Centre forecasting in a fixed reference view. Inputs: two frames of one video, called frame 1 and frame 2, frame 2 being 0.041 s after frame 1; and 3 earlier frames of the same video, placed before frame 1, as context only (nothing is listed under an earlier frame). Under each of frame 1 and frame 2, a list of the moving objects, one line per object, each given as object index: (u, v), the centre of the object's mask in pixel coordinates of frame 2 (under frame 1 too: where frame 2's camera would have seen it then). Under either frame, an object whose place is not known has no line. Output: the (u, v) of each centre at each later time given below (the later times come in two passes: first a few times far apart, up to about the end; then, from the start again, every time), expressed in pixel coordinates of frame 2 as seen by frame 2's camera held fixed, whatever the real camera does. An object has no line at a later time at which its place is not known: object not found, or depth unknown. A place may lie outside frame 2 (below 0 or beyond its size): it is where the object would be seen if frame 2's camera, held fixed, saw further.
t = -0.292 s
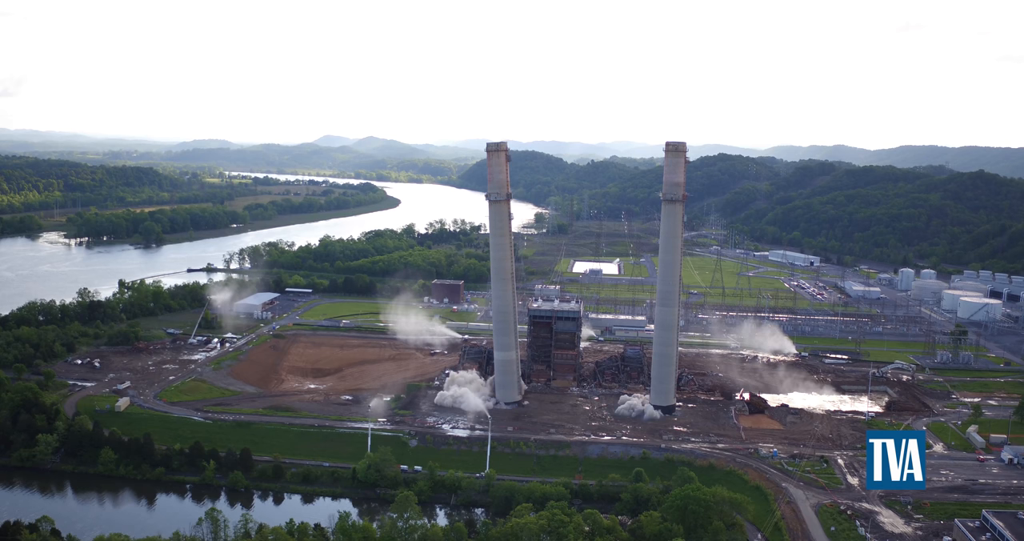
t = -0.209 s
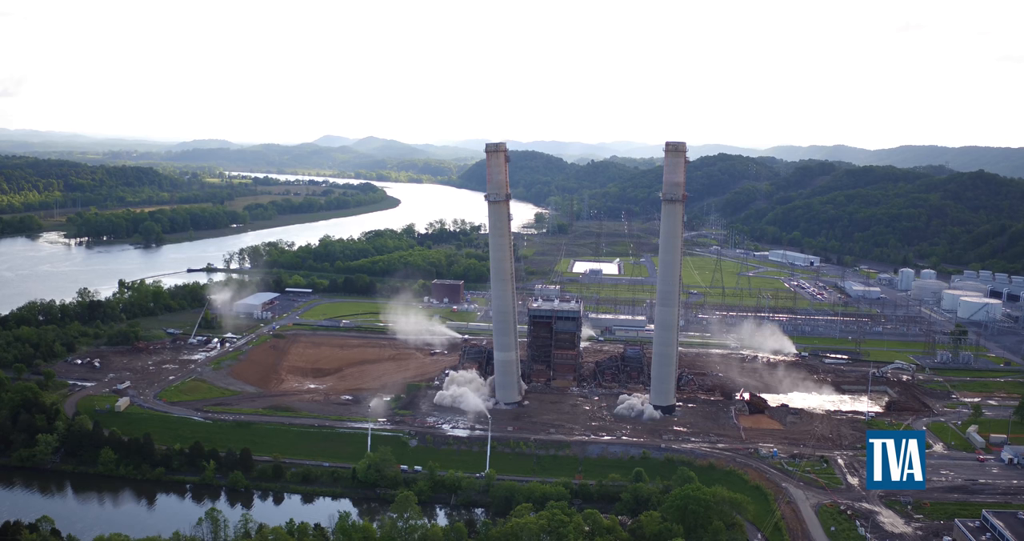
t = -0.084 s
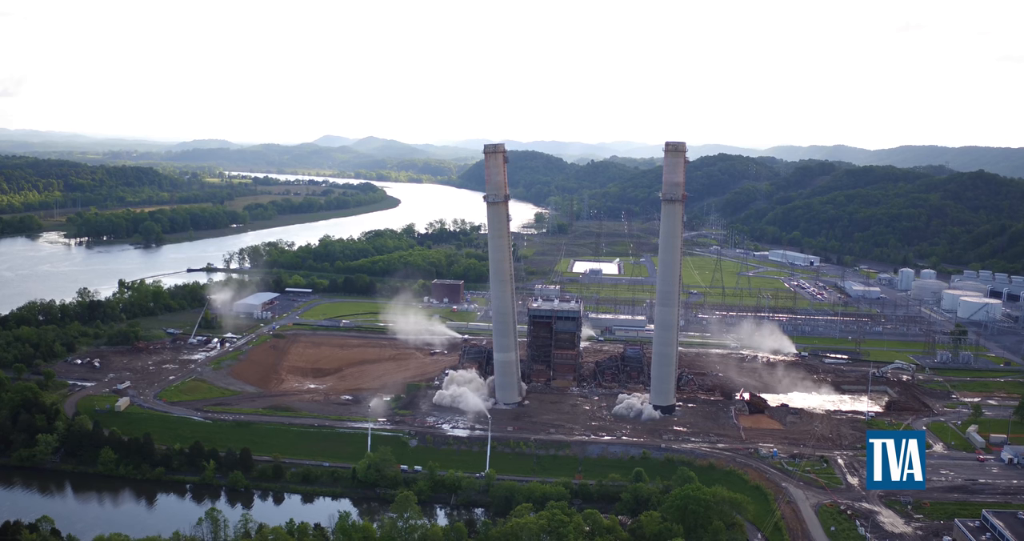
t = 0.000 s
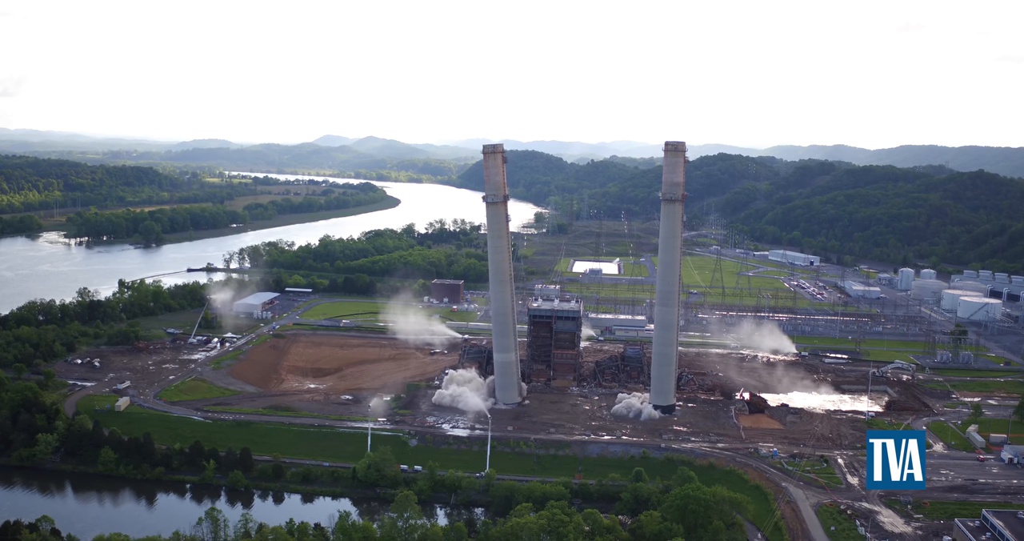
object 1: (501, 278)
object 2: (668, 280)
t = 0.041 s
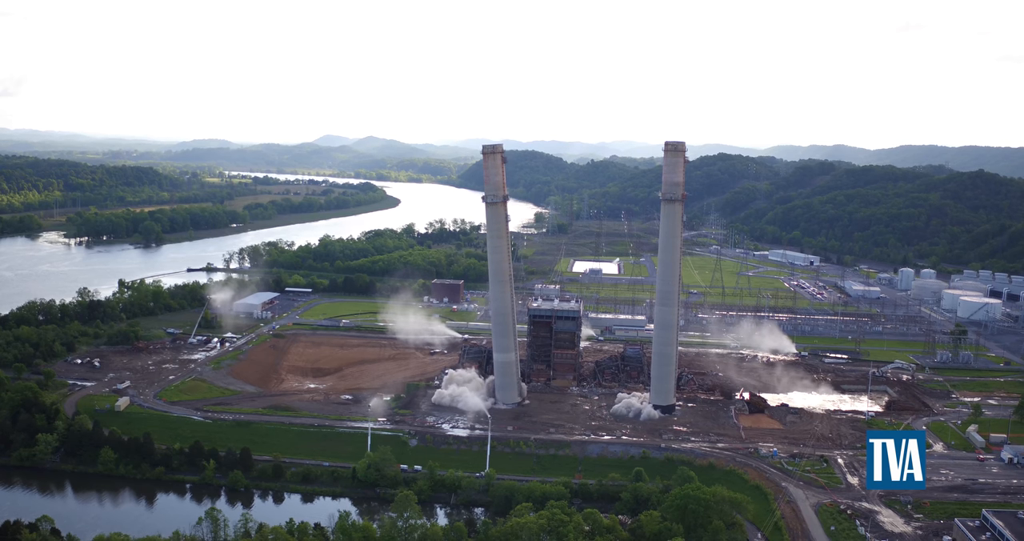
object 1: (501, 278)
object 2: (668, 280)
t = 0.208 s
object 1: (500, 279)
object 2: (668, 280)
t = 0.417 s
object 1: (498, 279)
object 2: (668, 281)
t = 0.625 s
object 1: (497, 279)
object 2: (667, 280)
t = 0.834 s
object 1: (495, 279)
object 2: (667, 281)
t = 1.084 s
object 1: (493, 279)
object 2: (666, 281)
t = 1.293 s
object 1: (491, 279)
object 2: (665, 281)
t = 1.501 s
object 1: (489, 280)
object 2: (665, 282)
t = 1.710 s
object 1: (487, 280)
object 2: (664, 282)
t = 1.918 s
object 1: (484, 281)
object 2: (663, 284)
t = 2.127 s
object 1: (482, 281)
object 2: (663, 284)
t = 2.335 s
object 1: (479, 282)
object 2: (662, 285)
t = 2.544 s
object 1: (477, 282)
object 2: (661, 286)
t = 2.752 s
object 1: (473, 282)
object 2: (660, 287)
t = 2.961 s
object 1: (471, 284)
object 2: (659, 287)
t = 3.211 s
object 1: (466, 283)
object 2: (657, 287)
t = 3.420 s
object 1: (462, 285)
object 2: (656, 287)
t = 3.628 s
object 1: (458, 286)
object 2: (654, 287)
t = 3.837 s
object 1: (455, 288)
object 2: (653, 288)
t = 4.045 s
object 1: (450, 290)
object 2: (652, 287)
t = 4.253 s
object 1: (446, 292)
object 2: (650, 288)
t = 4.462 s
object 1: (441, 295)
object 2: (649, 288)
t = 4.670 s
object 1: (436, 297)
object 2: (647, 289)
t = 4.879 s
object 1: (431, 301)
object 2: (645, 289)
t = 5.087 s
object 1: (424, 304)
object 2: (643, 289)
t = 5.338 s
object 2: (641, 290)
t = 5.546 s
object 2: (639, 290)
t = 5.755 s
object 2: (637, 291)
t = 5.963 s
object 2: (634, 291)
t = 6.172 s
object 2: (632, 291)
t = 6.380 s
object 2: (629, 292)
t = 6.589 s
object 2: (626, 292)
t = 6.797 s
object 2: (623, 293)
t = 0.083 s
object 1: (500, 279)
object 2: (668, 280)
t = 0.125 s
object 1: (500, 278)
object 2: (668, 280)
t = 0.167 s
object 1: (500, 279)
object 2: (668, 280)
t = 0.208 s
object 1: (500, 279)
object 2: (668, 280)
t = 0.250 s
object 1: (499, 279)
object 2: (668, 280)
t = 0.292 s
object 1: (499, 279)
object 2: (668, 280)
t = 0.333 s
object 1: (499, 279)
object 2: (668, 280)
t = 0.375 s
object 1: (499, 279)
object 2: (668, 281)
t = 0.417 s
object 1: (498, 279)
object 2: (668, 281)
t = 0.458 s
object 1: (498, 279)
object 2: (668, 280)
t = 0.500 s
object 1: (498, 279)
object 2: (668, 280)
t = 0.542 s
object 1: (497, 279)
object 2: (668, 280)
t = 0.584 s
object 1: (497, 279)
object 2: (667, 280)
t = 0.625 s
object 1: (497, 279)
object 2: (667, 280)
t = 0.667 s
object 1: (496, 279)
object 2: (667, 280)
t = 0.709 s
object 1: (496, 279)
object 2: (667, 280)
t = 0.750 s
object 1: (496, 279)
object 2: (667, 281)
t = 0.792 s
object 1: (495, 279)
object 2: (667, 281)
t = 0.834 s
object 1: (495, 279)
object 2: (667, 281)
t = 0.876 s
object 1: (495, 279)
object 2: (667, 281)
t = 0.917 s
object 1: (495, 279)
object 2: (667, 281)
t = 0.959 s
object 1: (494, 279)
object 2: (667, 281)
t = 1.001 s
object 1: (494, 279)
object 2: (666, 281)
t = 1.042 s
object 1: (493, 279)
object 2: (666, 281)
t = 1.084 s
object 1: (493, 279)
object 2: (666, 281)
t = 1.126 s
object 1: (493, 280)
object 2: (666, 281)
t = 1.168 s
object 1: (492, 279)
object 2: (666, 281)
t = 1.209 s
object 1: (492, 279)
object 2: (666, 281)
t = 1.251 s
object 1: (491, 280)
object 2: (666, 281)
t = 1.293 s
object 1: (491, 279)
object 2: (665, 281)
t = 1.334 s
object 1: (491, 279)
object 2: (665, 281)
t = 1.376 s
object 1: (490, 279)
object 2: (665, 281)
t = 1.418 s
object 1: (490, 280)
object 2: (665, 281)
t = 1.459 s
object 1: (489, 280)
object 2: (665, 282)
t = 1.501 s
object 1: (489, 280)
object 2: (665, 282)
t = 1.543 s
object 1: (489, 280)
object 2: (665, 282)
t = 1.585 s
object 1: (488, 280)
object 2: (665, 281)
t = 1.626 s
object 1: (488, 280)
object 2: (664, 282)
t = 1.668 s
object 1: (487, 281)
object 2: (664, 282)
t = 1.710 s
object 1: (487, 280)
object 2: (664, 282)
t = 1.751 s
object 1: (486, 281)
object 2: (664, 282)
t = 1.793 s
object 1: (486, 280)
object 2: (664, 283)
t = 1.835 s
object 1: (485, 280)
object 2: (664, 283)
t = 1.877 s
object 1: (485, 281)
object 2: (663, 283)
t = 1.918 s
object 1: (484, 281)
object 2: (663, 284)
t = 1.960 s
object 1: (484, 281)
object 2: (663, 284)
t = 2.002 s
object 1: (483, 281)
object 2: (663, 284)
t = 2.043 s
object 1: (483, 281)
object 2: (663, 284)
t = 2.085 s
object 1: (482, 281)
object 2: (663, 284)
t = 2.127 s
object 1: (482, 281)
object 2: (663, 284)
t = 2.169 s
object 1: (481, 281)
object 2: (662, 285)
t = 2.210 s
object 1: (481, 282)
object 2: (662, 284)
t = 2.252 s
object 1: (481, 282)
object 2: (662, 285)
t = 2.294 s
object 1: (480, 282)
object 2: (662, 285)
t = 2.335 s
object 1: (479, 282)
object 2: (662, 285)
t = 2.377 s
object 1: (479, 282)
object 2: (661, 285)
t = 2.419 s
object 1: (478, 282)
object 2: (661, 286)
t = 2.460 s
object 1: (478, 282)
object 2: (661, 286)
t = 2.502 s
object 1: (477, 282)
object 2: (661, 286)
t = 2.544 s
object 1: (477, 282)
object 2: (661, 286)
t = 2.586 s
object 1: (476, 282)
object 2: (661, 286)
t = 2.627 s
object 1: (475, 282)
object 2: (660, 286)
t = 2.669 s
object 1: (475, 283)
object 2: (660, 286)
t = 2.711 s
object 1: (474, 283)
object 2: (660, 287)
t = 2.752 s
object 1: (473, 282)
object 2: (660, 287)
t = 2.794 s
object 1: (473, 283)
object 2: (659, 287)
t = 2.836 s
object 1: (473, 284)
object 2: (659, 287)
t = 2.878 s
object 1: (471, 283)
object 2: (659, 287)
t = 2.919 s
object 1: (471, 284)
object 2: (659, 287)
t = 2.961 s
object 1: (471, 284)
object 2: (659, 287)
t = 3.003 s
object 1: (470, 284)
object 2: (658, 287)
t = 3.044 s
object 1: (469, 283)
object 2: (658, 287)
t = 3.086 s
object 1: (468, 283)
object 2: (658, 287)
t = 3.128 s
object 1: (467, 283)
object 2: (658, 288)
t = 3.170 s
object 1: (466, 283)
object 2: (657, 287)
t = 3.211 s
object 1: (466, 283)
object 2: (657, 287)
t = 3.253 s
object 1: (465, 283)
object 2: (657, 287)
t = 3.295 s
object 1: (464, 284)
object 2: (657, 287)
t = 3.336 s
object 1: (464, 285)
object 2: (656, 287)
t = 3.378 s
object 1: (463, 284)
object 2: (656, 287)
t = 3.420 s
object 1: (462, 285)
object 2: (656, 287)
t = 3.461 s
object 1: (461, 285)
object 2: (655, 287)
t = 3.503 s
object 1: (461, 285)
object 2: (655, 287)
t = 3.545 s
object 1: (460, 286)
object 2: (655, 287)
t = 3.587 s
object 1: (459, 286)
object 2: (655, 287)
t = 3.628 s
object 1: (458, 286)
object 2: (654, 287)
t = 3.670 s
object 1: (458, 287)
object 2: (654, 287)
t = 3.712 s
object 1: (457, 287)
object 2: (654, 287)
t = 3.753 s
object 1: (456, 287)
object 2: (654, 287)
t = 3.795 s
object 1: (455, 288)
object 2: (653, 287)
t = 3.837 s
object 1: (455, 288)
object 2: (653, 288)
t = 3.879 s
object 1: (454, 288)
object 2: (653, 287)
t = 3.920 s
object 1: (453, 289)
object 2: (653, 287)
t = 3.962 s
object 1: (452, 288)
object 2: (652, 287)
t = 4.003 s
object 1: (451, 289)
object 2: (652, 287)
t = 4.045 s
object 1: (450, 290)
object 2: (652, 287)
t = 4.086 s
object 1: (449, 290)
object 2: (652, 287)
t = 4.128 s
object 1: (448, 291)
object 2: (651, 287)
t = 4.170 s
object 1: (447, 291)
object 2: (651, 287)
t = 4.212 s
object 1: (447, 292)
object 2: (651, 287)
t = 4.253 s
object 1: (446, 292)
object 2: (650, 288)
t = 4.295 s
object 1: (445, 293)
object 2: (650, 288)
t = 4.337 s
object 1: (444, 294)
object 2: (650, 288)
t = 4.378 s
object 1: (443, 294)
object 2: (649, 288)
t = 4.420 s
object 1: (442, 295)
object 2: (649, 289)
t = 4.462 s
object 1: (441, 295)
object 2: (649, 288)
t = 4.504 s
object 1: (440, 295)
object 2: (648, 289)
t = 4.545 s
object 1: (439, 295)
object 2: (648, 289)
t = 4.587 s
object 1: (438, 296)
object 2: (648, 289)
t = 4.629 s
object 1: (436, 296)
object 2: (648, 289)
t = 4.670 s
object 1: (436, 297)
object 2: (647, 289)
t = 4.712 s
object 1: (435, 299)
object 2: (647, 289)
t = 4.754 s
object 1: (434, 299)
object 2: (646, 289)
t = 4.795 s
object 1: (433, 300)
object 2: (646, 289)
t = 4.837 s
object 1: (431, 300)
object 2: (646, 289)
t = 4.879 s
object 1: (431, 301)
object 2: (645, 289)
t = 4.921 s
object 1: (429, 302)
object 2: (645, 289)
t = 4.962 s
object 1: (428, 302)
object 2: (644, 289)
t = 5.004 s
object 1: (427, 303)
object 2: (644, 289)
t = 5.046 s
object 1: (425, 303)
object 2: (644, 289)
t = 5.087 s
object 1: (424, 304)
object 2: (643, 289)
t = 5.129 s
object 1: (423, 305)
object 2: (643, 289)
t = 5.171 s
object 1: (422, 306)
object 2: (643, 289)
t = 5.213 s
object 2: (642, 289)
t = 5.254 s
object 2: (642, 290)
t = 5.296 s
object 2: (642, 290)
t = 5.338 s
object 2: (641, 290)
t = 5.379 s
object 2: (641, 290)
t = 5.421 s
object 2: (640, 290)
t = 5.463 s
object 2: (640, 290)
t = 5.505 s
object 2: (639, 290)
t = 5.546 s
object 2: (639, 290)
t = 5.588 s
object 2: (638, 290)
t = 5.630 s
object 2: (638, 291)
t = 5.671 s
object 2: (638, 290)
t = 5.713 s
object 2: (637, 291)
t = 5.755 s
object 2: (637, 291)
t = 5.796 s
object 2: (636, 291)
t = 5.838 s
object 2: (636, 290)
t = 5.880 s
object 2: (635, 291)
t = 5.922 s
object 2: (635, 291)
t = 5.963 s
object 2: (634, 291)
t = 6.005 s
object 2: (634, 291)
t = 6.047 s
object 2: (633, 292)
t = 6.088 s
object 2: (633, 291)
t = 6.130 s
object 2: (632, 292)
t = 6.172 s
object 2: (632, 291)
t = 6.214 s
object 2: (631, 292)
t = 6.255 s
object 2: (631, 291)
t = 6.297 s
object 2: (630, 292)
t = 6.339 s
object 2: (630, 292)
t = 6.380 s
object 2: (629, 292)
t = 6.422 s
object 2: (628, 292)
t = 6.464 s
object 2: (628, 292)
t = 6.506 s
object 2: (627, 293)
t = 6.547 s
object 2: (627, 292)
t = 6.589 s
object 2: (626, 292)
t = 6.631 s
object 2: (625, 292)
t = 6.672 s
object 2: (625, 292)
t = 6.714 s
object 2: (624, 293)
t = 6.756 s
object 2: (623, 293)
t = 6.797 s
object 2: (623, 293)
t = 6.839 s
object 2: (622, 293)
